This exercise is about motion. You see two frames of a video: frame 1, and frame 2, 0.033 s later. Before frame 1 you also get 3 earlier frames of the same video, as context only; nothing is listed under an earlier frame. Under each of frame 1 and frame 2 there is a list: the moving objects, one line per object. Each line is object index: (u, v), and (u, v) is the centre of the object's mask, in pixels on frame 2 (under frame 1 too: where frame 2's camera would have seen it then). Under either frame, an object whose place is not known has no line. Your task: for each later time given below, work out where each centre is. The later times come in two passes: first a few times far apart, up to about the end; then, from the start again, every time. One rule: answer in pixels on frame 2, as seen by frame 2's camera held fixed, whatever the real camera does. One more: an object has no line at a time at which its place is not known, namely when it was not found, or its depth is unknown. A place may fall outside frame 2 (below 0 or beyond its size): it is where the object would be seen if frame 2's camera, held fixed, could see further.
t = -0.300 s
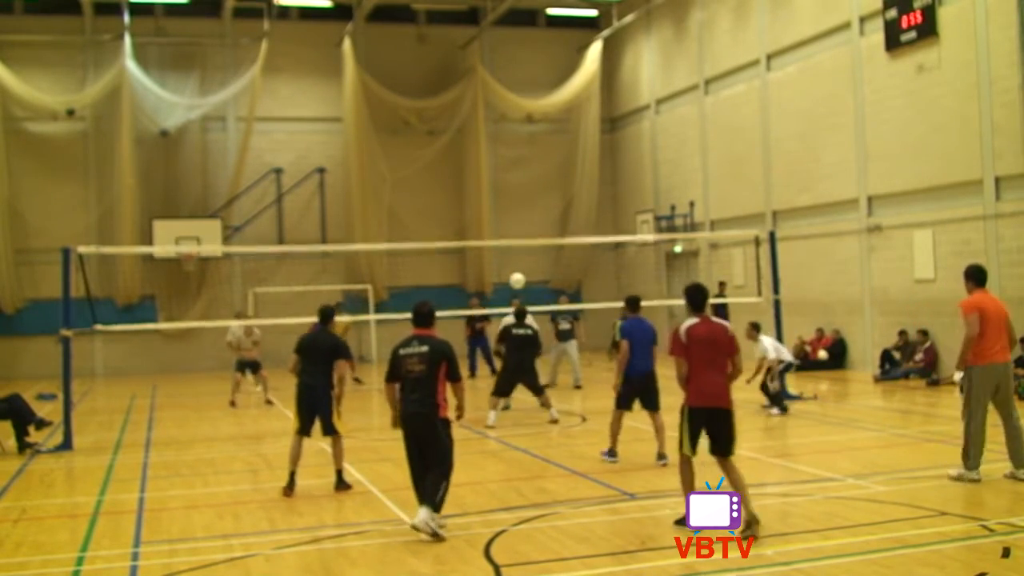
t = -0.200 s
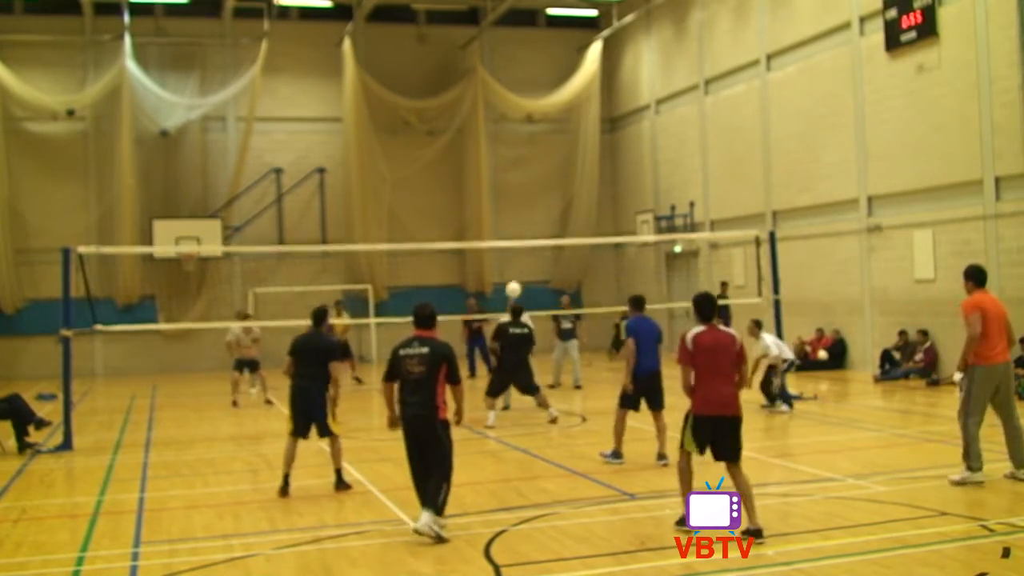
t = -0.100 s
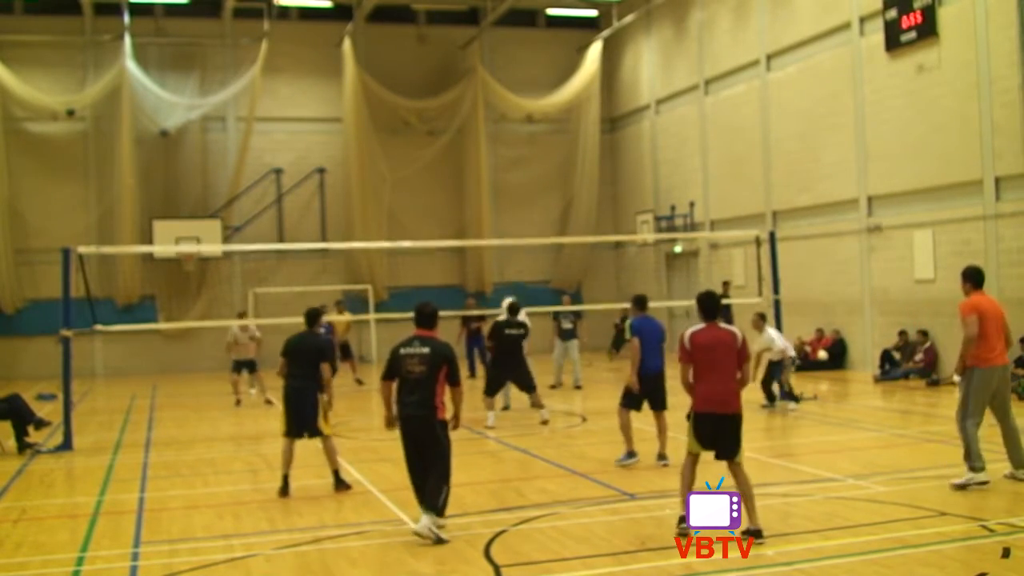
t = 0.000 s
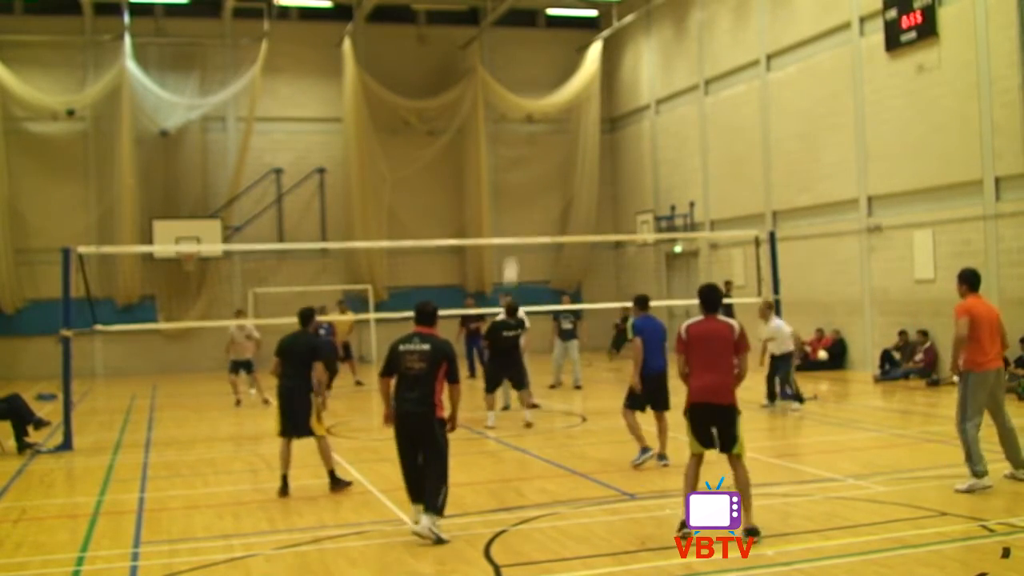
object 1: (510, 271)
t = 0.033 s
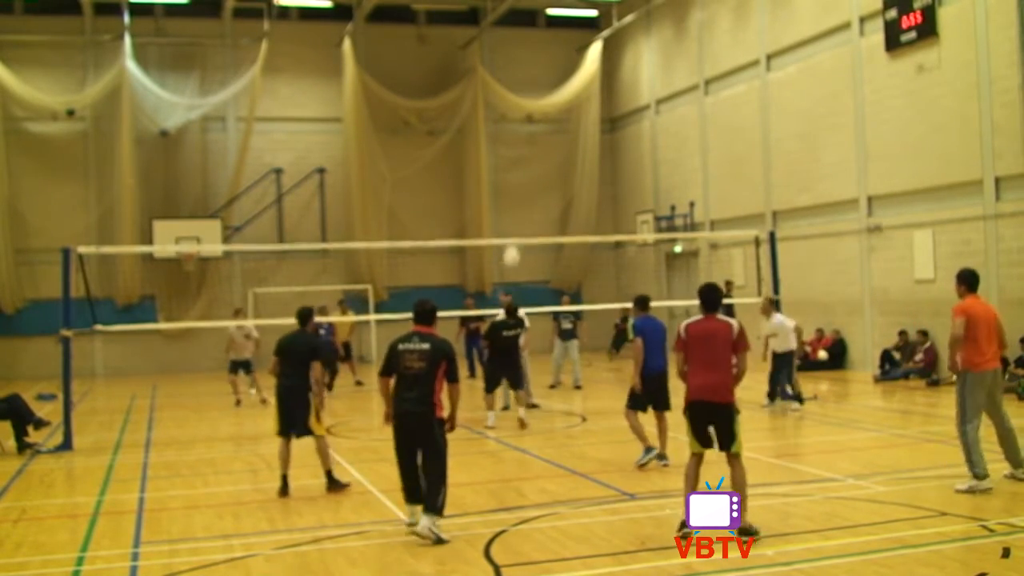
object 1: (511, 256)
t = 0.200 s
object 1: (517, 175)
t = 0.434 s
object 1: (527, 92)
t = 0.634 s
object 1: (538, 54)
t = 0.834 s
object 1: (551, 47)
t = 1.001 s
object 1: (562, 70)
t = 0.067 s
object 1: (512, 236)
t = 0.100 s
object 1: (514, 220)
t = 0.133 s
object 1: (515, 205)
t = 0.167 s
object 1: (516, 190)
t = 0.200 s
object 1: (517, 175)
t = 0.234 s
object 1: (519, 163)
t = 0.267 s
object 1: (521, 149)
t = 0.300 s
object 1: (523, 137)
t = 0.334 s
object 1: (523, 127)
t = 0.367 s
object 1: (524, 115)
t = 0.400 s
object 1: (527, 104)
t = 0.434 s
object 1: (527, 92)
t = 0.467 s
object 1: (529, 85)
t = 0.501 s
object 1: (531, 77)
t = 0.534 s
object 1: (532, 71)
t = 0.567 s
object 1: (534, 64)
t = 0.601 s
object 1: (536, 58)
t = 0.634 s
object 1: (538, 54)
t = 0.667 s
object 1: (540, 50)
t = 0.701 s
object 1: (542, 47)
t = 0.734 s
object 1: (544, 46)
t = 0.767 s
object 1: (546, 45)
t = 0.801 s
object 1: (549, 45)
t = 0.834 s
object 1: (551, 47)
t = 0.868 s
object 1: (554, 50)
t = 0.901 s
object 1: (556, 53)
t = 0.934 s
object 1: (558, 58)
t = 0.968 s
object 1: (561, 64)
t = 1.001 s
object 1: (562, 70)
